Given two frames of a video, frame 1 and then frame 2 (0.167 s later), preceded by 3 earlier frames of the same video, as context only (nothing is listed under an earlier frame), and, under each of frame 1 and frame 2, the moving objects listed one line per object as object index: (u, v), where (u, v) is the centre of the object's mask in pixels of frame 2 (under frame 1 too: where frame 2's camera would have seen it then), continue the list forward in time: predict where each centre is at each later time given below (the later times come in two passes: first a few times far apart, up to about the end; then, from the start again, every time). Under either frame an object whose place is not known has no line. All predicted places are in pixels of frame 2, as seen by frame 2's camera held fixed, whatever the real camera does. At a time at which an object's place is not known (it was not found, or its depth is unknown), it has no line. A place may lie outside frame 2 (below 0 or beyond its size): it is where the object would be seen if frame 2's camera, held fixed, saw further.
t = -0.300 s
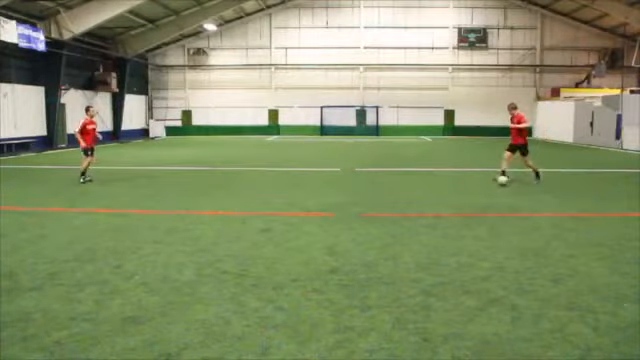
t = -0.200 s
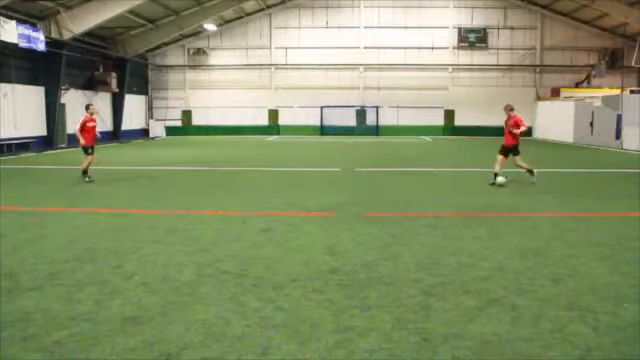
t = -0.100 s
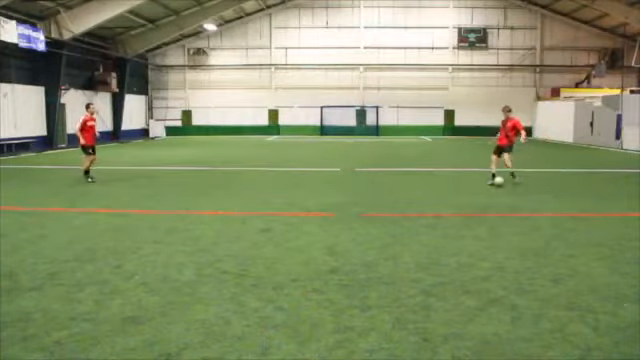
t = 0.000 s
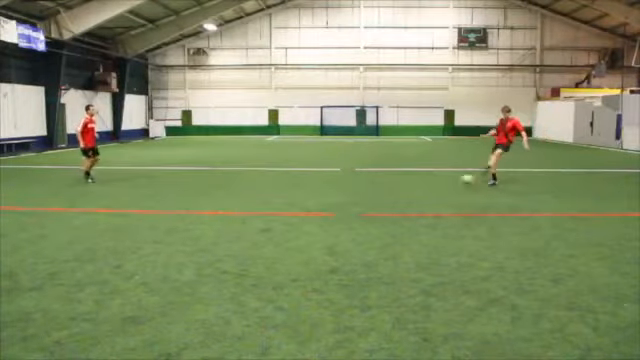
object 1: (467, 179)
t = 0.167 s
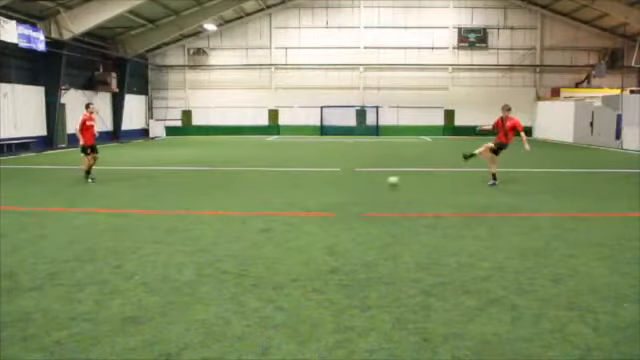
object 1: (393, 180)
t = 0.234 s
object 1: (368, 179)
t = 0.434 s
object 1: (295, 180)
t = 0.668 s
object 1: (222, 180)
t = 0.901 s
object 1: (154, 180)
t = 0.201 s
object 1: (380, 180)
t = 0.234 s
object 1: (368, 179)
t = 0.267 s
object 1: (355, 178)
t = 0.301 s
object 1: (343, 178)
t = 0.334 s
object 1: (330, 179)
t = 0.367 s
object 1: (319, 179)
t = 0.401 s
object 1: (306, 181)
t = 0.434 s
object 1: (295, 180)
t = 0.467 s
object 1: (285, 180)
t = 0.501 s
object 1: (274, 180)
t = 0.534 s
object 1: (264, 180)
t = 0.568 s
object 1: (253, 181)
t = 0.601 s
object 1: (243, 180)
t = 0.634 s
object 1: (232, 180)
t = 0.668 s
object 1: (222, 180)
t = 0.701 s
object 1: (213, 181)
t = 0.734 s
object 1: (202, 180)
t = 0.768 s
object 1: (192, 179)
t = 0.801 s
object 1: (183, 179)
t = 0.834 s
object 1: (173, 180)
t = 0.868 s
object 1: (164, 180)
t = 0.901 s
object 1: (154, 180)
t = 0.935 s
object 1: (145, 180)
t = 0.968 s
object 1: (135, 180)
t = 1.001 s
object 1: (126, 180)
